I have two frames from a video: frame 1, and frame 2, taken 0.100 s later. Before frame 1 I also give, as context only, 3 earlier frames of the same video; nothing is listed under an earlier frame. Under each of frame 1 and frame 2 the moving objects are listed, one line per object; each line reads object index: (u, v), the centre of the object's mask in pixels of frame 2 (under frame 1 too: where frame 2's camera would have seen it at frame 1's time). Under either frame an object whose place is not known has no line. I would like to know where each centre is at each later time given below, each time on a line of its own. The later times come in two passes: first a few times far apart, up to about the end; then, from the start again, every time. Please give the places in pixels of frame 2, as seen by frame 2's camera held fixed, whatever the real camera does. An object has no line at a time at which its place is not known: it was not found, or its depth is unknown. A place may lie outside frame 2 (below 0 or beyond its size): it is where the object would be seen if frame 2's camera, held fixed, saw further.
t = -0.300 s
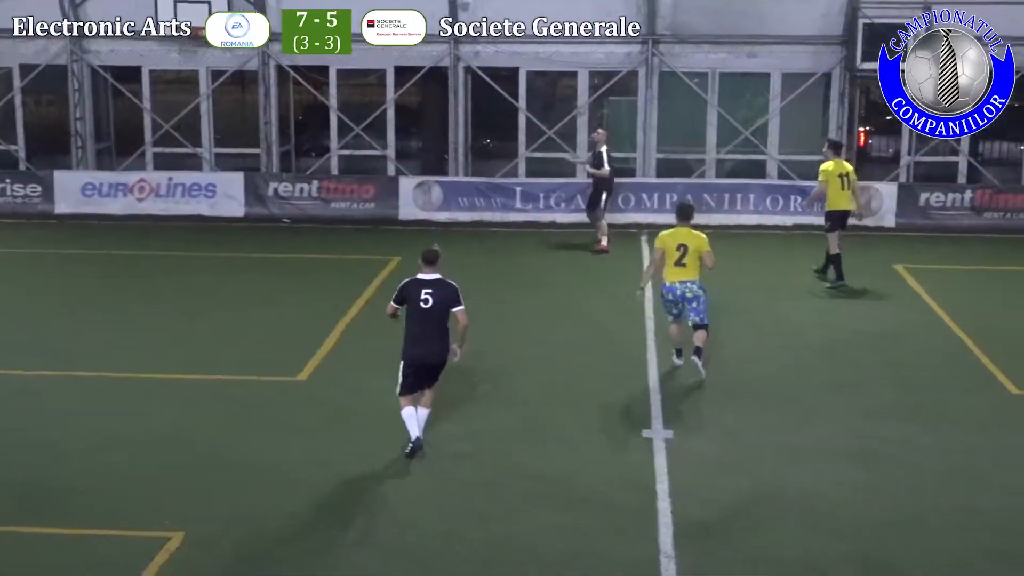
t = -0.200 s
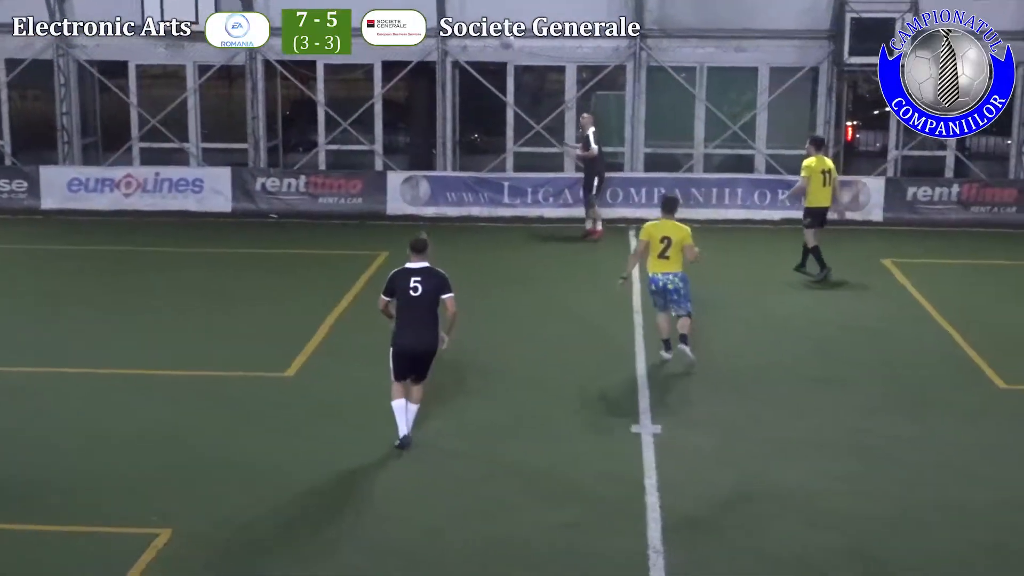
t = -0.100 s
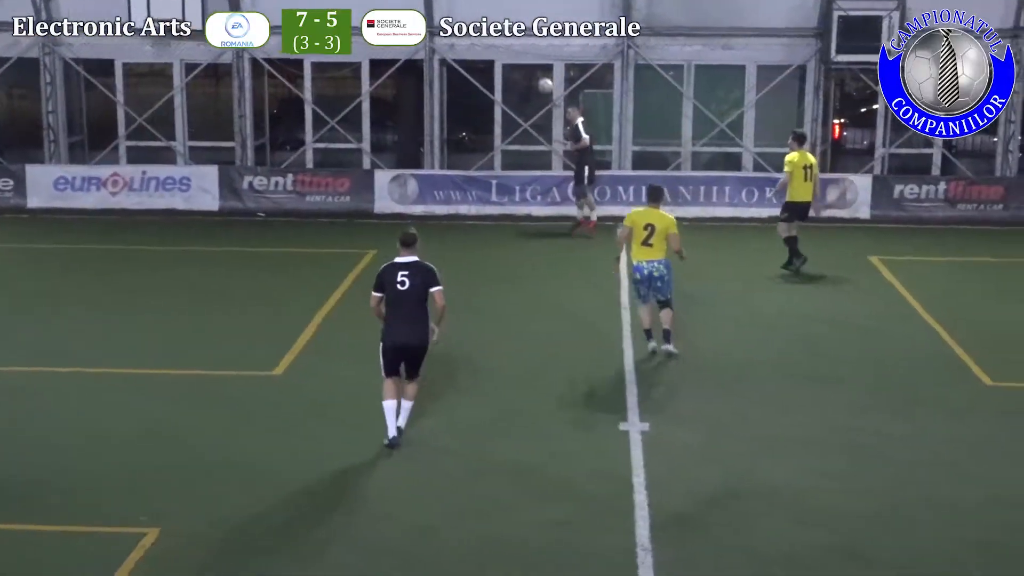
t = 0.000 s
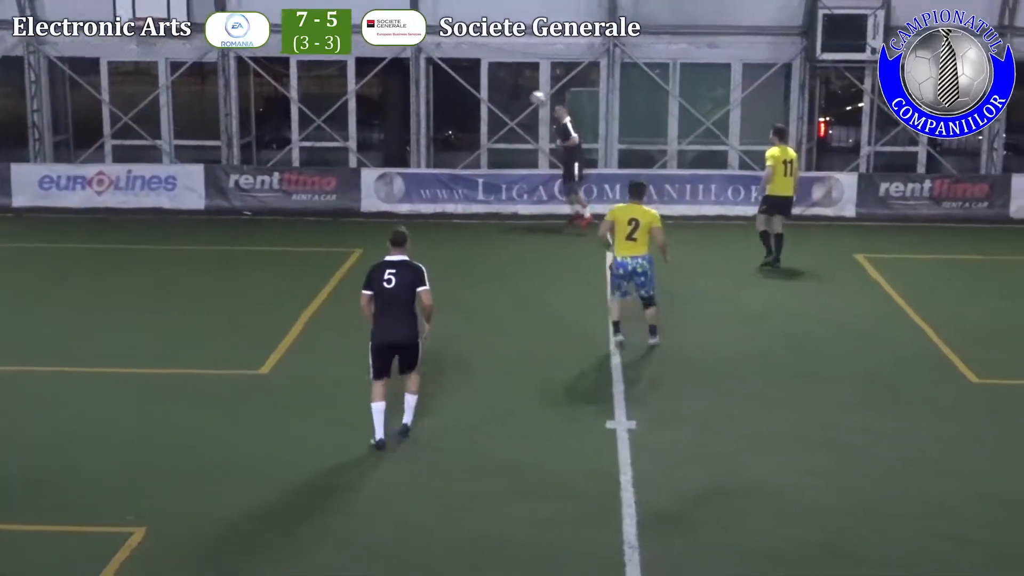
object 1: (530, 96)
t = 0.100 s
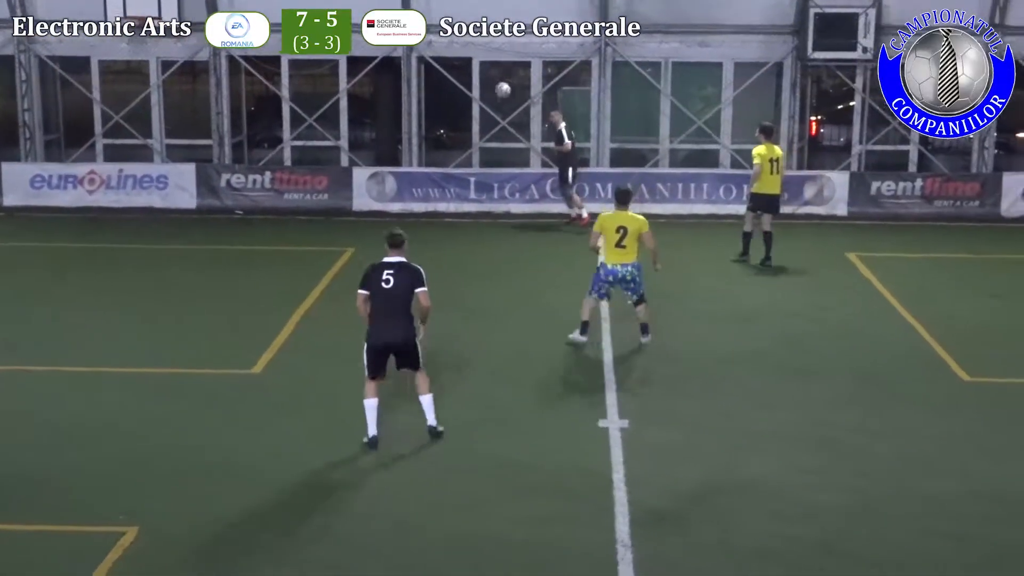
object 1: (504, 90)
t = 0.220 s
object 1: (469, 90)
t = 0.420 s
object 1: (415, 116)
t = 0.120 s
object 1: (498, 89)
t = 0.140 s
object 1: (492, 89)
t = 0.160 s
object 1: (487, 89)
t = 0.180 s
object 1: (481, 89)
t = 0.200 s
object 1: (475, 89)
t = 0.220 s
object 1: (469, 90)
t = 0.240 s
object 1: (464, 92)
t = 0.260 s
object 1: (458, 94)
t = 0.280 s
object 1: (452, 95)
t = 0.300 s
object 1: (446, 97)
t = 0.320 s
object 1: (441, 100)
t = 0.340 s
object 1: (435, 102)
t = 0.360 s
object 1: (431, 106)
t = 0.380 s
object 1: (426, 109)
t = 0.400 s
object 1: (420, 113)
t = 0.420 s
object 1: (415, 116)
